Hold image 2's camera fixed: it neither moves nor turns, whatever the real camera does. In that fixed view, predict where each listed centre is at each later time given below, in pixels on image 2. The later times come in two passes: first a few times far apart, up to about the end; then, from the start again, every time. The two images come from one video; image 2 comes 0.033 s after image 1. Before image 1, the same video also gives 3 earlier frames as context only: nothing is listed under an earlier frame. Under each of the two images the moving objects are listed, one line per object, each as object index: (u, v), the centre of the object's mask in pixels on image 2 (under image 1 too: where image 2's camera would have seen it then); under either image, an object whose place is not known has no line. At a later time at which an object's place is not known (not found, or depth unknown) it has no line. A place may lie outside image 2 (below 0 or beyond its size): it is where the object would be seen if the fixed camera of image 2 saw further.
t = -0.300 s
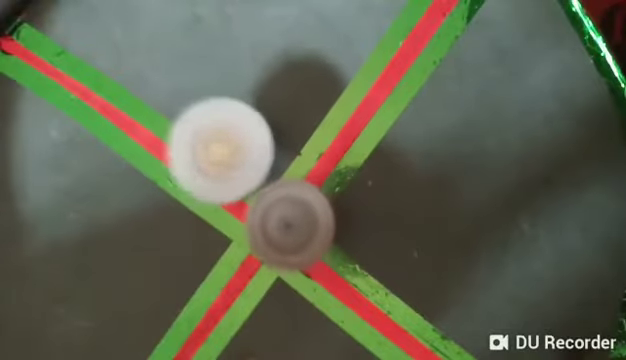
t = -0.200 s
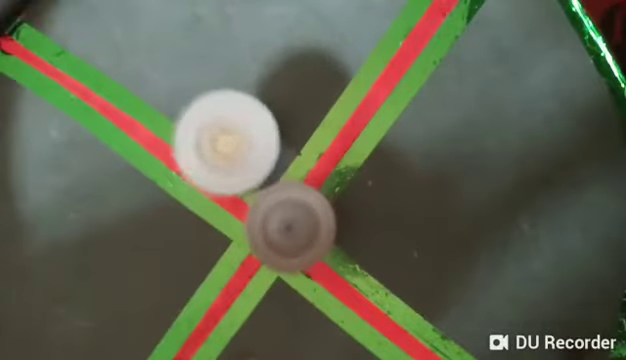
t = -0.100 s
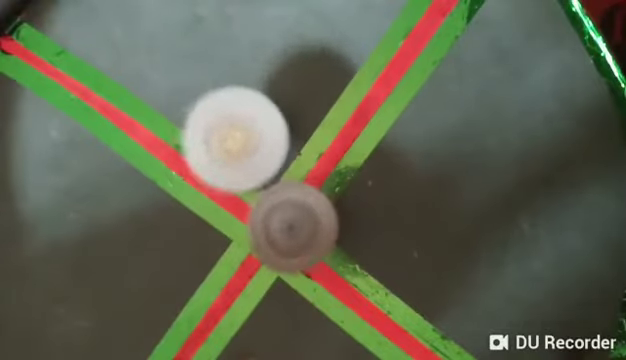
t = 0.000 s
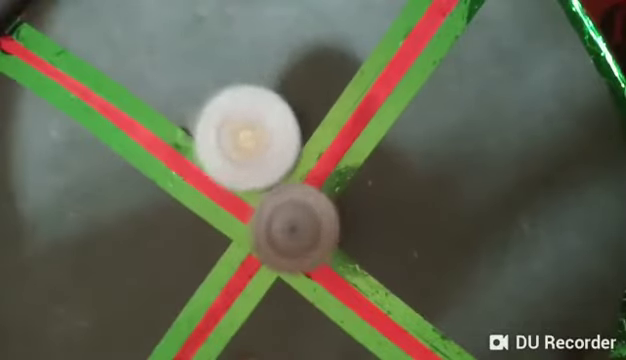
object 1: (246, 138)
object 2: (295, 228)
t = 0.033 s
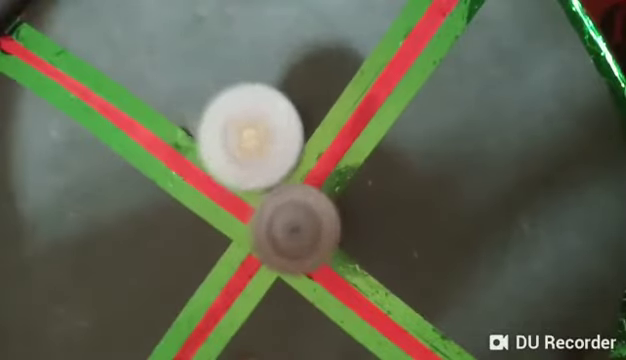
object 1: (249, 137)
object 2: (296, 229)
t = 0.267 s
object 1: (272, 121)
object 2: (302, 238)
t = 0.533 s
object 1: (294, 132)
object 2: (309, 233)
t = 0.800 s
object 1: (299, 100)
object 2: (304, 244)
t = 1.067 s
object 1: (297, 107)
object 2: (302, 237)
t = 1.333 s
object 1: (275, 116)
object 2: (291, 223)
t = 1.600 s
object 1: (258, 113)
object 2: (282, 219)
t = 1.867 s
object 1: (241, 100)
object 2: (286, 228)
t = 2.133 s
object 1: (242, 111)
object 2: (289, 229)
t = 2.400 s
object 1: (242, 130)
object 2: (289, 237)
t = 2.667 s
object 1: (251, 150)
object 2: (299, 242)
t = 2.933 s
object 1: (236, 136)
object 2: (312, 242)
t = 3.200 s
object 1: (243, 143)
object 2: (311, 225)
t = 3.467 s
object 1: (238, 129)
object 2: (313, 226)
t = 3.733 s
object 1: (238, 115)
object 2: (309, 225)
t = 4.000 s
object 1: (244, 119)
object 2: (306, 232)
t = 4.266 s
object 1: (243, 116)
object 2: (306, 245)
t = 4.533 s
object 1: (255, 145)
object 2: (303, 239)
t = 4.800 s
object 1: (229, 103)
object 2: (311, 271)
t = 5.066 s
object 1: (233, 89)
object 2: (304, 261)
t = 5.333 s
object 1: (250, 118)
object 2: (292, 233)
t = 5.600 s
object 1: (255, 119)
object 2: (296, 242)
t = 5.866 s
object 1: (267, 126)
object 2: (305, 237)
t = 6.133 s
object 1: (270, 132)
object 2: (306, 237)
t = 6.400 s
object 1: (273, 139)
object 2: (307, 237)
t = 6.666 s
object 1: (268, 130)
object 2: (309, 235)
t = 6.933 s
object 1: (265, 123)
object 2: (302, 237)
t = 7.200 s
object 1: (265, 122)
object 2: (299, 244)
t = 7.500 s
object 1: (263, 74)
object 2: (298, 261)
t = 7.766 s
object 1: (263, 87)
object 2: (288, 242)
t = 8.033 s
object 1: (260, 114)
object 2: (283, 225)
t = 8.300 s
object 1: (267, 110)
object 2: (292, 231)
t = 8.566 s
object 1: (274, 125)
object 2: (295, 236)
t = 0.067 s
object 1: (253, 136)
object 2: (296, 229)
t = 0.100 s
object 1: (256, 134)
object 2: (298, 231)
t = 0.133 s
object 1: (259, 129)
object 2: (300, 234)
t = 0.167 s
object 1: (263, 126)
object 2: (300, 235)
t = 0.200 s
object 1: (265, 124)
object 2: (301, 237)
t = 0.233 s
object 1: (268, 122)
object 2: (301, 237)
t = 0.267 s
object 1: (272, 121)
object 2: (302, 238)
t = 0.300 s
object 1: (276, 120)
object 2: (304, 238)
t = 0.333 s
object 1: (279, 121)
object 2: (306, 238)
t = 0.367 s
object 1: (282, 122)
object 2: (310, 237)
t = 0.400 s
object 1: (285, 123)
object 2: (312, 236)
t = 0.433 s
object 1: (288, 125)
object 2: (312, 234)
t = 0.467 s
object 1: (291, 127)
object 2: (311, 233)
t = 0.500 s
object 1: (293, 130)
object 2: (310, 233)
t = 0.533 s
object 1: (294, 132)
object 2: (309, 233)
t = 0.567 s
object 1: (294, 128)
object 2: (307, 239)
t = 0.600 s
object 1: (295, 122)
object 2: (306, 242)
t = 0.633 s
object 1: (295, 117)
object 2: (305, 244)
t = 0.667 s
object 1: (296, 113)
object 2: (304, 244)
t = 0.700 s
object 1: (297, 109)
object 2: (304, 244)
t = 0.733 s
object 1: (297, 105)
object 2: (304, 244)
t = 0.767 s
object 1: (298, 102)
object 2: (304, 244)
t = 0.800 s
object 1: (299, 100)
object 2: (304, 244)
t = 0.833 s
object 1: (299, 99)
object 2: (304, 244)
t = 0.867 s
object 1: (299, 98)
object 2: (304, 244)
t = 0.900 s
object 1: (300, 98)
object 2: (304, 244)
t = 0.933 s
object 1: (300, 99)
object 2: (304, 244)
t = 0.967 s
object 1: (299, 100)
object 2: (303, 244)
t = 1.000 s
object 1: (298, 102)
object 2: (303, 243)
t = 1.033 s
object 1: (298, 104)
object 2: (303, 240)
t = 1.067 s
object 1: (297, 107)
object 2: (302, 237)
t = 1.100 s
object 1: (295, 110)
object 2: (302, 234)
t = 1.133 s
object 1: (293, 113)
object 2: (301, 229)
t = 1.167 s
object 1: (290, 116)
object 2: (299, 225)
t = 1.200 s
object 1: (287, 120)
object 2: (298, 222)
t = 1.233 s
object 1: (284, 121)
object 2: (296, 223)
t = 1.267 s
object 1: (280, 119)
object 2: (295, 224)
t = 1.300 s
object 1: (277, 117)
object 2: (294, 224)
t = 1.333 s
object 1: (275, 116)
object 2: (291, 223)
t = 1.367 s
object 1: (272, 116)
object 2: (288, 221)
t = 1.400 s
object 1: (270, 115)
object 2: (287, 220)
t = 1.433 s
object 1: (268, 115)
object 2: (287, 220)
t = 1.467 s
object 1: (267, 116)
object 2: (287, 220)
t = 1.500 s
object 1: (265, 115)
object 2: (286, 219)
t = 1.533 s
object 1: (262, 115)
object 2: (285, 219)
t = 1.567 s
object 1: (260, 113)
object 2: (283, 219)
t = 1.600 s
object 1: (258, 113)
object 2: (282, 219)
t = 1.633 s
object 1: (257, 114)
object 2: (282, 218)
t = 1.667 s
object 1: (254, 115)
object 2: (281, 216)
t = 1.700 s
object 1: (253, 115)
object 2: (281, 216)
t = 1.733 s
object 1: (250, 110)
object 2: (281, 220)
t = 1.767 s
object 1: (247, 105)
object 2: (282, 223)
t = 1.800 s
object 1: (245, 102)
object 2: (283, 226)
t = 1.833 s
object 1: (244, 101)
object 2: (285, 227)
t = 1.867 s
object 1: (241, 100)
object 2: (286, 228)
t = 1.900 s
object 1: (241, 99)
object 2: (287, 228)
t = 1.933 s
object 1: (240, 99)
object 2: (287, 229)
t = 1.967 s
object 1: (240, 100)
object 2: (288, 230)
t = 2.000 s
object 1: (240, 101)
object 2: (289, 230)
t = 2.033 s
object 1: (240, 103)
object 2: (289, 230)
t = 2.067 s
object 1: (241, 105)
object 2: (289, 230)
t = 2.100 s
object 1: (241, 108)
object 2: (289, 229)
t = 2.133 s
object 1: (242, 111)
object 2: (289, 229)
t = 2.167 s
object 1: (242, 114)
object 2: (290, 228)
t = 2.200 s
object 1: (243, 119)
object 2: (289, 227)
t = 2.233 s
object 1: (243, 123)
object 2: (289, 226)
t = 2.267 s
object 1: (244, 126)
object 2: (289, 226)
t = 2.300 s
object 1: (244, 132)
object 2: (289, 226)
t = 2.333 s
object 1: (243, 132)
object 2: (290, 231)
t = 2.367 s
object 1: (242, 130)
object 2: (289, 235)
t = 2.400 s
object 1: (242, 130)
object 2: (289, 237)
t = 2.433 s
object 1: (242, 131)
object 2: (289, 241)
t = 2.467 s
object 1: (243, 132)
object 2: (290, 242)
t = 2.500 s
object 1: (245, 134)
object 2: (293, 241)
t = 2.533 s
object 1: (246, 137)
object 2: (294, 241)
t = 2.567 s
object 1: (247, 141)
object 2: (295, 243)
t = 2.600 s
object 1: (249, 144)
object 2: (297, 243)
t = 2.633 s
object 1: (251, 148)
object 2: (298, 242)
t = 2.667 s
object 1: (251, 150)
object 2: (299, 242)
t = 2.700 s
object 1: (247, 148)
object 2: (301, 246)
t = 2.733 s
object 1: (244, 146)
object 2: (304, 249)
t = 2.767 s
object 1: (242, 145)
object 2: (306, 248)
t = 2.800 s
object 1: (240, 142)
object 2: (308, 247)
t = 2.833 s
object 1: (238, 140)
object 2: (308, 247)
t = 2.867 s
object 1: (237, 138)
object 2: (309, 247)
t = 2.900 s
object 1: (237, 137)
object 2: (311, 245)
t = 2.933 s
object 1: (236, 136)
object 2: (312, 242)
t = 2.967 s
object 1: (237, 136)
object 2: (312, 241)
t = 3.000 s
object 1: (237, 136)
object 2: (313, 240)
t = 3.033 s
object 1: (238, 137)
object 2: (314, 237)
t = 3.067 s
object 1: (239, 138)
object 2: (312, 233)
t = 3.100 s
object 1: (240, 139)
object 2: (311, 230)
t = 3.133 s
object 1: (241, 141)
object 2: (311, 229)
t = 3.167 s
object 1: (242, 143)
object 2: (310, 227)
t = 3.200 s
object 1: (243, 143)
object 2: (311, 225)
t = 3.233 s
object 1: (244, 142)
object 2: (311, 225)
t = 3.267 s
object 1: (244, 141)
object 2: (312, 225)
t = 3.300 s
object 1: (245, 140)
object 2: (312, 225)
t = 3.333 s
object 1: (246, 141)
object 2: (311, 222)
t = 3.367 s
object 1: (246, 141)
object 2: (310, 223)
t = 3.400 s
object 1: (243, 137)
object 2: (312, 226)
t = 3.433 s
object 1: (240, 132)
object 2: (313, 226)
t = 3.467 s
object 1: (238, 129)
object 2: (313, 226)
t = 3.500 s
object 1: (236, 124)
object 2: (312, 227)
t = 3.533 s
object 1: (235, 120)
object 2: (313, 227)
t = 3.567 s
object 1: (234, 118)
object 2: (313, 227)
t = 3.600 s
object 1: (234, 116)
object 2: (311, 226)
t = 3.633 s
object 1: (235, 115)
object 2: (311, 227)
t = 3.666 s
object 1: (236, 114)
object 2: (310, 226)
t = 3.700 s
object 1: (237, 114)
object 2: (309, 225)
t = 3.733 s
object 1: (238, 115)
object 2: (309, 225)
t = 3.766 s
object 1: (240, 115)
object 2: (309, 224)
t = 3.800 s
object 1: (242, 117)
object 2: (308, 222)
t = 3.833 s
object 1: (243, 119)
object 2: (306, 222)
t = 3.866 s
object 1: (245, 121)
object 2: (305, 222)
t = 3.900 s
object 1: (247, 124)
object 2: (305, 220)
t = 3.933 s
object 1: (248, 127)
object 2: (303, 219)
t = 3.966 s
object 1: (246, 123)
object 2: (303, 226)
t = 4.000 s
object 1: (244, 119)
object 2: (306, 232)
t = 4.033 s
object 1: (242, 116)
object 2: (305, 234)
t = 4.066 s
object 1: (242, 115)
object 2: (304, 237)
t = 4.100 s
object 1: (241, 114)
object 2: (305, 240)
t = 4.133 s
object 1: (241, 113)
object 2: (306, 241)
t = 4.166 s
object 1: (241, 113)
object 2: (306, 244)
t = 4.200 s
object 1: (242, 113)
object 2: (305, 246)
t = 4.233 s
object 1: (243, 114)
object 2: (306, 246)
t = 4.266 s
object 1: (243, 116)
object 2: (306, 245)
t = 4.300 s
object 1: (245, 117)
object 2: (306, 246)
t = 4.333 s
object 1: (246, 120)
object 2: (307, 245)
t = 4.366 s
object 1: (248, 123)
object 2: (306, 244)
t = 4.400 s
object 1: (250, 126)
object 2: (306, 244)
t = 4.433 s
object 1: (251, 131)
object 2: (306, 243)
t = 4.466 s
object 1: (253, 135)
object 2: (305, 240)
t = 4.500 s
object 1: (255, 140)
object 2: (304, 240)
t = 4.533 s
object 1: (255, 145)
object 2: (303, 239)
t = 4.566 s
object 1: (254, 146)
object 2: (303, 239)
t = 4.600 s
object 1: (248, 138)
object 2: (305, 254)
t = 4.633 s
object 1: (242, 130)
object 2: (310, 263)
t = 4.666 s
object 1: (239, 124)
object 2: (310, 264)
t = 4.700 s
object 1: (235, 119)
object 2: (310, 268)
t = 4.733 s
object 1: (233, 113)
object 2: (312, 270)
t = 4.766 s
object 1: (231, 108)
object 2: (312, 269)
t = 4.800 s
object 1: (229, 103)
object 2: (311, 271)
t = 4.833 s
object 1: (228, 99)
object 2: (312, 271)
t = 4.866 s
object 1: (228, 95)
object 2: (312, 270)
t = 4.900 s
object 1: (228, 92)
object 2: (310, 271)
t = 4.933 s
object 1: (227, 90)
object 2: (311, 270)
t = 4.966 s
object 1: (228, 88)
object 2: (309, 267)
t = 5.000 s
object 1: (229, 87)
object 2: (307, 268)
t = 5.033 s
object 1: (231, 88)
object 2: (308, 265)
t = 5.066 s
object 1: (233, 89)
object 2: (304, 261)
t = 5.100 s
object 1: (235, 90)
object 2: (303, 260)
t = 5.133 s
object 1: (237, 93)
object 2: (303, 257)
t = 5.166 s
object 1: (239, 96)
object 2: (300, 254)
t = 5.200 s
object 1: (241, 100)
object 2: (299, 252)
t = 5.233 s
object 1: (244, 104)
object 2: (298, 246)
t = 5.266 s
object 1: (246, 108)
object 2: (294, 242)
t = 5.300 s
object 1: (248, 113)
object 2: (293, 240)
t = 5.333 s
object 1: (250, 118)
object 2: (292, 233)
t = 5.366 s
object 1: (253, 125)
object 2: (289, 229)
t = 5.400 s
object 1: (257, 130)
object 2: (290, 227)
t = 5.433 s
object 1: (256, 130)
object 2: (290, 229)
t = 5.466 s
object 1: (255, 126)
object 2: (290, 238)
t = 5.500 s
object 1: (256, 123)
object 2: (292, 240)
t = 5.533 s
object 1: (255, 121)
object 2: (292, 241)
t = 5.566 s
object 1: (255, 120)
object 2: (293, 243)
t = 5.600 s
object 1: (255, 119)
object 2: (296, 242)
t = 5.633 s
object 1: (256, 119)
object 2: (295, 242)
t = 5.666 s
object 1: (258, 119)
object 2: (300, 243)
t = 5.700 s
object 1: (259, 119)
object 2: (300, 242)
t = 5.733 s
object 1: (261, 120)
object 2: (301, 242)
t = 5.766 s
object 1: (262, 121)
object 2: (303, 240)
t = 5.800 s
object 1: (264, 122)
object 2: (303, 239)
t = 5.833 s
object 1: (265, 124)
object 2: (304, 239)
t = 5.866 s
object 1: (267, 126)
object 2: (305, 237)
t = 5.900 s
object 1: (268, 129)
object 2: (304, 236)
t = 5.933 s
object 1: (270, 132)
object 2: (306, 235)
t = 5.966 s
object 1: (270, 134)
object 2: (305, 234)
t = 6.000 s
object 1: (270, 135)
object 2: (305, 235)
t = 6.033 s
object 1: (270, 136)
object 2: (306, 235)
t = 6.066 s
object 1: (270, 134)
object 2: (305, 237)
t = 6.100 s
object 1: (270, 133)
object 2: (306, 238)
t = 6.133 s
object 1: (270, 132)
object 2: (306, 237)
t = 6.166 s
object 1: (270, 133)
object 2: (307, 239)
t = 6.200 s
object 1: (270, 132)
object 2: (309, 237)
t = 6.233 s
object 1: (270, 134)
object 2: (308, 238)
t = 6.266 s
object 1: (270, 134)
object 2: (310, 238)
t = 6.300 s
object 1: (271, 136)
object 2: (309, 236)
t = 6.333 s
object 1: (272, 137)
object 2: (309, 237)
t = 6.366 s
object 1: (273, 139)
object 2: (308, 236)
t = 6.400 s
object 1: (273, 139)
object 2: (307, 237)
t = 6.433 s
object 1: (271, 138)
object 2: (308, 239)
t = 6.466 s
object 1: (270, 135)
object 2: (308, 240)
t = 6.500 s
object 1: (269, 134)
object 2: (309, 241)
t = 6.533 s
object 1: (269, 132)
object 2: (310, 240)
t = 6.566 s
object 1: (269, 132)
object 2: (310, 240)
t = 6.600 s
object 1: (268, 131)
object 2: (310, 237)
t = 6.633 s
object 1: (268, 131)
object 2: (308, 236)
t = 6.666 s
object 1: (268, 130)
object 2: (309, 235)
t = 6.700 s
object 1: (268, 131)
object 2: (307, 233)
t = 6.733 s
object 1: (268, 131)
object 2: (307, 233)
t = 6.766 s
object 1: (268, 131)
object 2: (306, 232)
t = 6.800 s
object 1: (267, 128)
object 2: (303, 235)
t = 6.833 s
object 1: (267, 126)
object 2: (303, 235)
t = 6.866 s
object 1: (265, 124)
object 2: (302, 236)
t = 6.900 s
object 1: (265, 124)
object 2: (303, 237)
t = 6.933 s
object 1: (265, 123)
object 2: (302, 237)
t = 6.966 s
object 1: (265, 123)
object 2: (302, 237)
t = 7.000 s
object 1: (265, 124)
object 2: (301, 236)
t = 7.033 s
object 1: (266, 125)
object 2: (300, 237)
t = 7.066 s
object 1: (266, 127)
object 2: (301, 235)
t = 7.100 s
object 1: (268, 129)
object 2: (299, 235)
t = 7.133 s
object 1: (268, 131)
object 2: (300, 233)
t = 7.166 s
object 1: (269, 132)
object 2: (297, 233)
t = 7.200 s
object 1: (265, 122)
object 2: (299, 244)
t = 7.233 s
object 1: (263, 112)
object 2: (297, 251)
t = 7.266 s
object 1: (261, 105)
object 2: (300, 259)
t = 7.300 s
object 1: (260, 98)
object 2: (300, 259)
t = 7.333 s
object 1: (260, 92)
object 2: (299, 262)
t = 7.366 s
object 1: (260, 87)
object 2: (300, 262)
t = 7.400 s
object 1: (261, 83)
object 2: (299, 264)
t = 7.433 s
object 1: (262, 78)
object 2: (299, 262)
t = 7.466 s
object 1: (262, 75)
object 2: (298, 264)
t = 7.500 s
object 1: (263, 74)
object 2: (298, 261)
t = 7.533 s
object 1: (263, 72)
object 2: (296, 262)
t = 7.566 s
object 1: (263, 72)
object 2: (296, 258)
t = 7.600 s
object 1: (263, 72)
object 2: (292, 258)
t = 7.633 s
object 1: (262, 74)
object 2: (293, 254)
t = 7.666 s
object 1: (262, 75)
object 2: (289, 252)
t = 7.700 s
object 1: (262, 78)
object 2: (290, 249)
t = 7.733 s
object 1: (263, 82)
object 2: (287, 246)
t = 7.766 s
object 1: (263, 87)
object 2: (288, 242)
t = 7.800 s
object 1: (264, 91)
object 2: (284, 238)
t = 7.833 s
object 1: (264, 97)
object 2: (285, 234)
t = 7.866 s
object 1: (265, 102)
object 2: (283, 230)
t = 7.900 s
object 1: (265, 108)
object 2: (283, 225)
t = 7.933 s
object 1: (265, 114)
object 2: (282, 220)
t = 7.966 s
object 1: (264, 119)
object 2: (283, 217)
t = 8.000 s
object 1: (263, 119)
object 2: (282, 218)
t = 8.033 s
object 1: (260, 114)
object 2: (283, 225)
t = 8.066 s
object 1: (259, 111)
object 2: (282, 225)
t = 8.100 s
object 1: (260, 109)
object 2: (284, 228)
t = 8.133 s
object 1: (260, 108)
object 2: (284, 228)
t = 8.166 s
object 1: (261, 107)
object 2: (287, 230)
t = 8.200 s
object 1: (262, 108)
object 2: (287, 229)
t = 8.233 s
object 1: (264, 108)
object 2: (291, 231)
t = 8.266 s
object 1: (265, 108)
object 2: (290, 231)
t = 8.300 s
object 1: (267, 110)
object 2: (292, 231)
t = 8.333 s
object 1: (268, 111)
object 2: (292, 232)
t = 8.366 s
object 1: (269, 114)
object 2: (294, 231)
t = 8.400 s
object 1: (271, 116)
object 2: (292, 232)
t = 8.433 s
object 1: (271, 119)
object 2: (294, 231)
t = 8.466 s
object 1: (272, 122)
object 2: (293, 232)
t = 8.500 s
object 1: (273, 125)
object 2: (295, 229)
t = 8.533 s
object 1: (275, 129)
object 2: (293, 229)
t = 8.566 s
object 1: (274, 125)
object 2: (295, 236)
